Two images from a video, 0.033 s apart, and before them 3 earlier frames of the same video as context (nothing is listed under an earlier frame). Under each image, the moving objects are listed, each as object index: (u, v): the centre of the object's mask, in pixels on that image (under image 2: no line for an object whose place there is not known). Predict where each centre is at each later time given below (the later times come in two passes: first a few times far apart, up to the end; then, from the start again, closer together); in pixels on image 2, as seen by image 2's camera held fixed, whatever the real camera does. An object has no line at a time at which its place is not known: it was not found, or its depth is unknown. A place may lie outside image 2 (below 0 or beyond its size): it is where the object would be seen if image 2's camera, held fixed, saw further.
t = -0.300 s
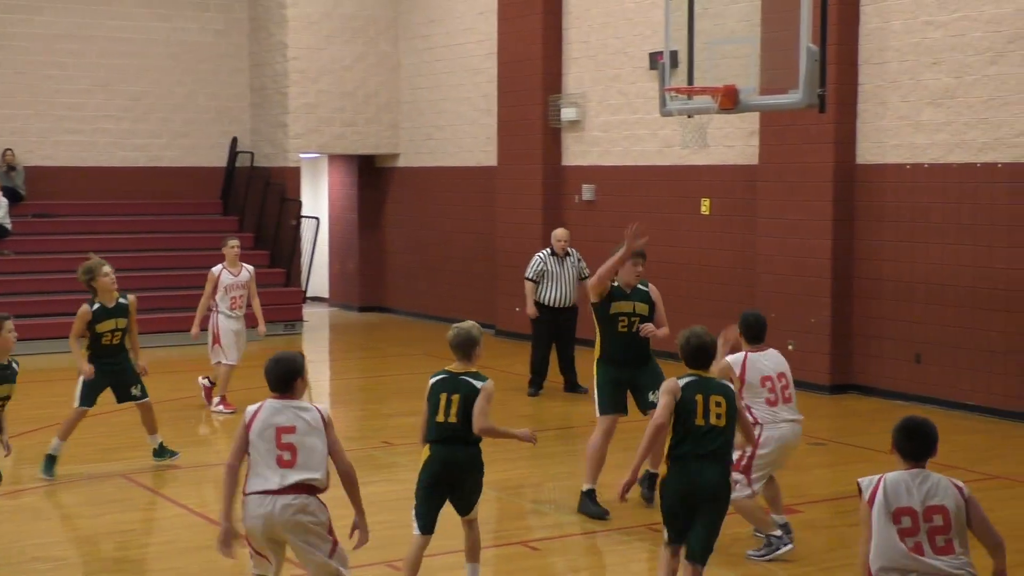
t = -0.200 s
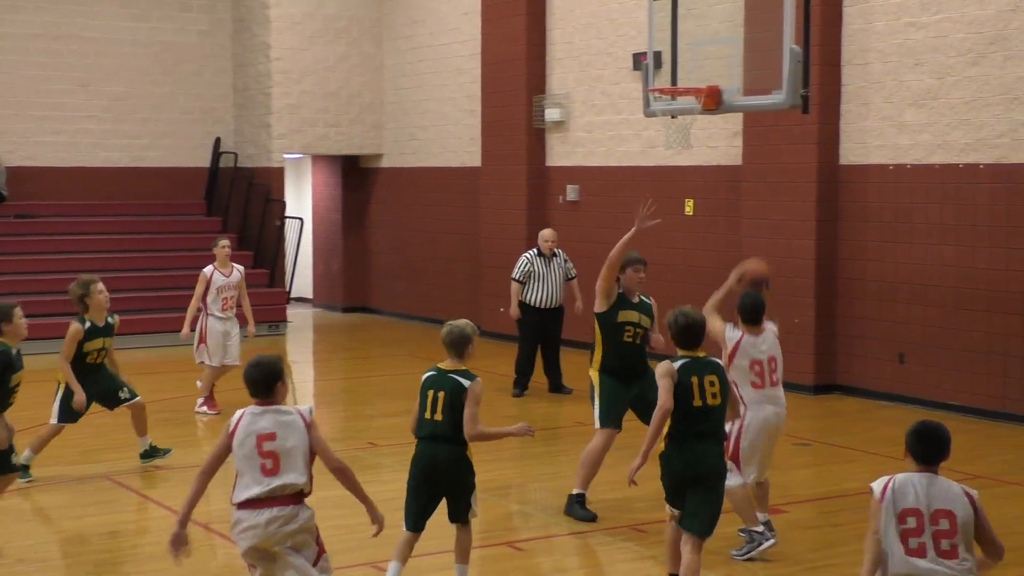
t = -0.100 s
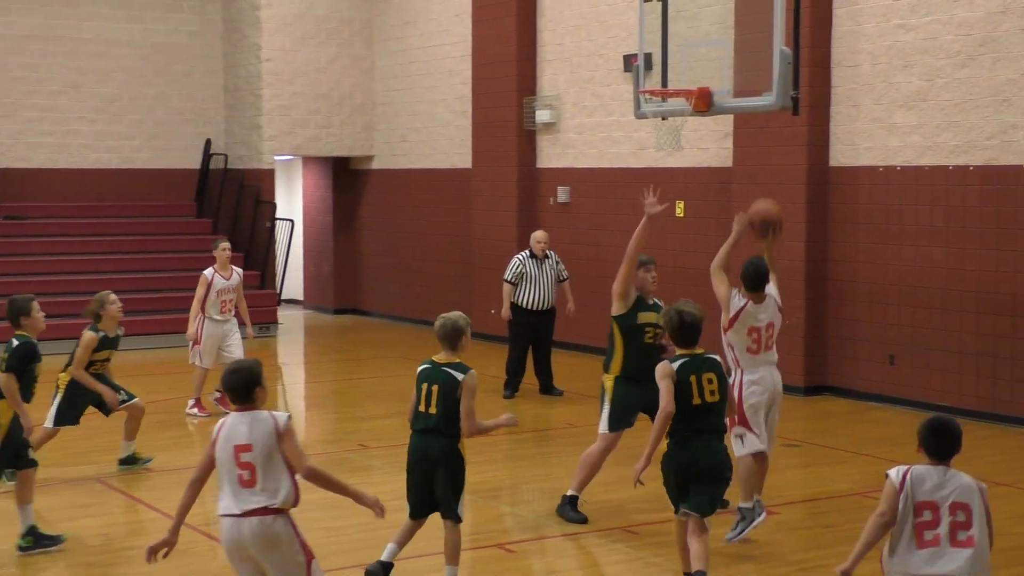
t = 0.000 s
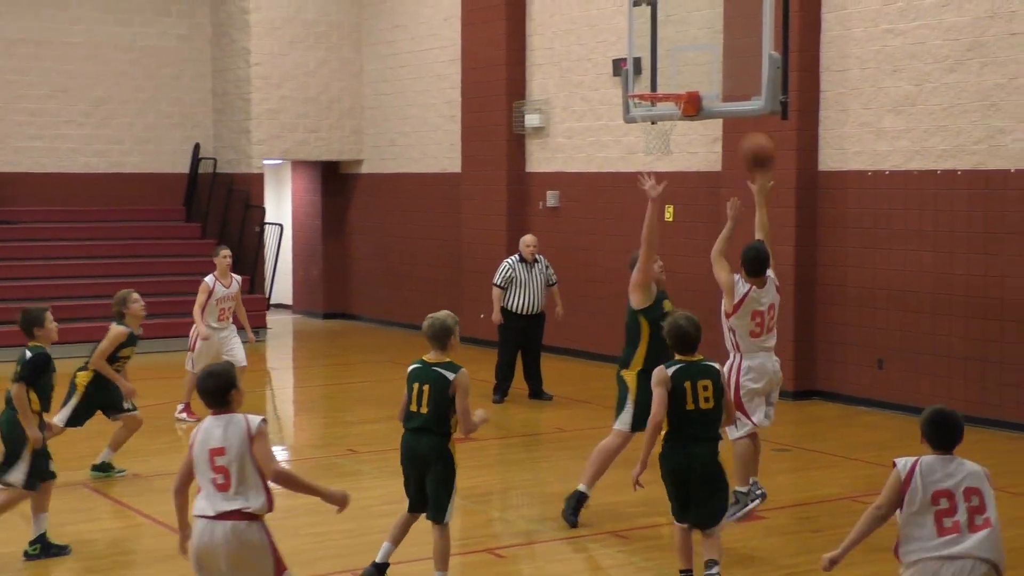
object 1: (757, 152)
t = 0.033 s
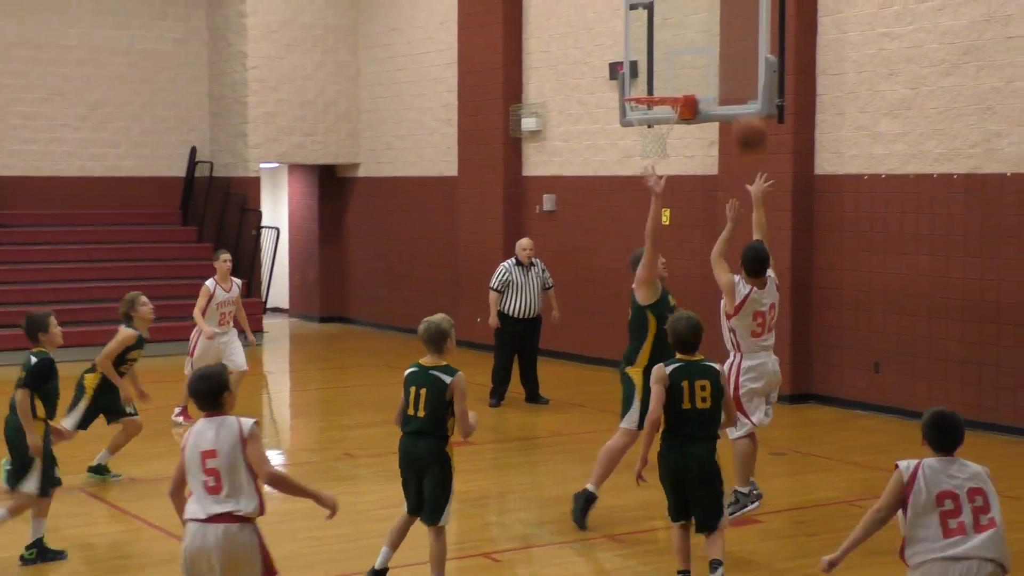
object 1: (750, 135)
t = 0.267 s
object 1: (718, 18)
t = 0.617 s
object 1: (678, 2)
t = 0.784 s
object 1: (661, 47)
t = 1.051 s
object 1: (628, 81)
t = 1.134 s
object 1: (609, 89)
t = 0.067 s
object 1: (745, 110)
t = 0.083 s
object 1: (741, 99)
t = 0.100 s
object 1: (740, 89)
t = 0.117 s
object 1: (738, 81)
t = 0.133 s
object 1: (736, 72)
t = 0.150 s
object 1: (734, 64)
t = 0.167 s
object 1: (732, 55)
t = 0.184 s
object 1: (730, 48)
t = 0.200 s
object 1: (728, 41)
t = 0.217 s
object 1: (725, 35)
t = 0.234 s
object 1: (723, 28)
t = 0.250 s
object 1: (721, 23)
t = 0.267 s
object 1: (718, 18)
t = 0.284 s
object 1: (716, 13)
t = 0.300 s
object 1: (714, 9)
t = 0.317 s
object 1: (712, 5)
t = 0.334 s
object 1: (709, 2)
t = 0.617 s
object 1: (678, 2)
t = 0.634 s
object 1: (676, 5)
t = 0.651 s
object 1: (674, 9)
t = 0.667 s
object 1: (673, 12)
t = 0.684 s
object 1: (671, 16)
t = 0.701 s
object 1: (670, 21)
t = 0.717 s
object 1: (668, 25)
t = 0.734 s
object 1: (667, 30)
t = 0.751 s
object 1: (664, 36)
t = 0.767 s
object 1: (663, 41)
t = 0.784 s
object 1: (661, 47)
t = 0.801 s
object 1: (660, 53)
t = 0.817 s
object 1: (658, 61)
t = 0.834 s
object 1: (657, 67)
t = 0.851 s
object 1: (655, 74)
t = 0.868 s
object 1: (654, 82)
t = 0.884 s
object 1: (653, 85)
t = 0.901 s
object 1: (653, 84)
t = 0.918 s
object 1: (652, 83)
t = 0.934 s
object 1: (652, 83)
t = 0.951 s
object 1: (650, 82)
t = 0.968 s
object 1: (646, 81)
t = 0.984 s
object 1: (642, 81)
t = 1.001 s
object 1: (638, 80)
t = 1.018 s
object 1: (634, 80)
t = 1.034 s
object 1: (632, 80)
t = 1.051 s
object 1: (628, 81)
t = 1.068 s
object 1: (624, 82)
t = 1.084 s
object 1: (620, 83)
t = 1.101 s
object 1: (616, 84)
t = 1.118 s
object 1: (612, 87)
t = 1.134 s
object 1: (609, 89)
